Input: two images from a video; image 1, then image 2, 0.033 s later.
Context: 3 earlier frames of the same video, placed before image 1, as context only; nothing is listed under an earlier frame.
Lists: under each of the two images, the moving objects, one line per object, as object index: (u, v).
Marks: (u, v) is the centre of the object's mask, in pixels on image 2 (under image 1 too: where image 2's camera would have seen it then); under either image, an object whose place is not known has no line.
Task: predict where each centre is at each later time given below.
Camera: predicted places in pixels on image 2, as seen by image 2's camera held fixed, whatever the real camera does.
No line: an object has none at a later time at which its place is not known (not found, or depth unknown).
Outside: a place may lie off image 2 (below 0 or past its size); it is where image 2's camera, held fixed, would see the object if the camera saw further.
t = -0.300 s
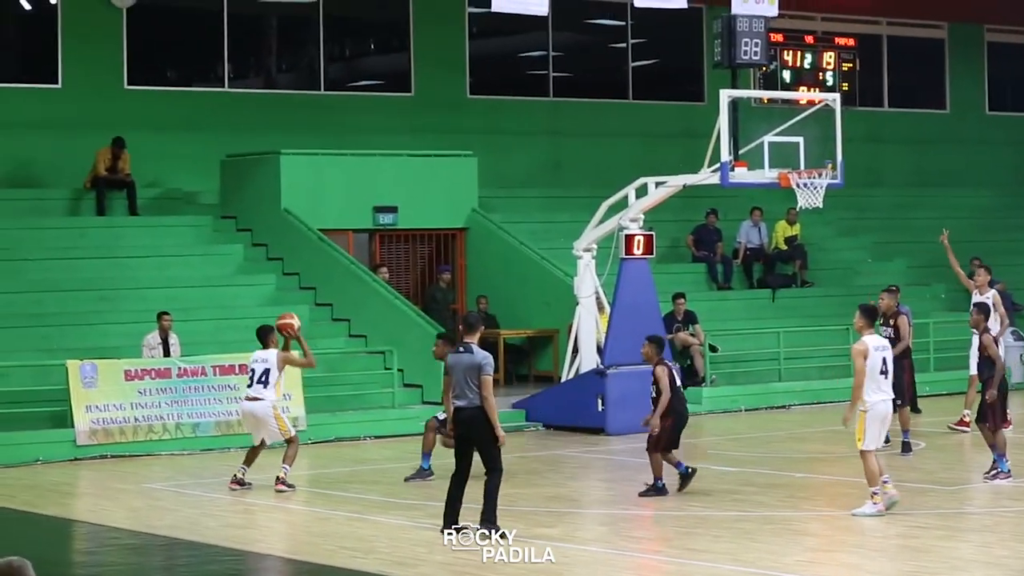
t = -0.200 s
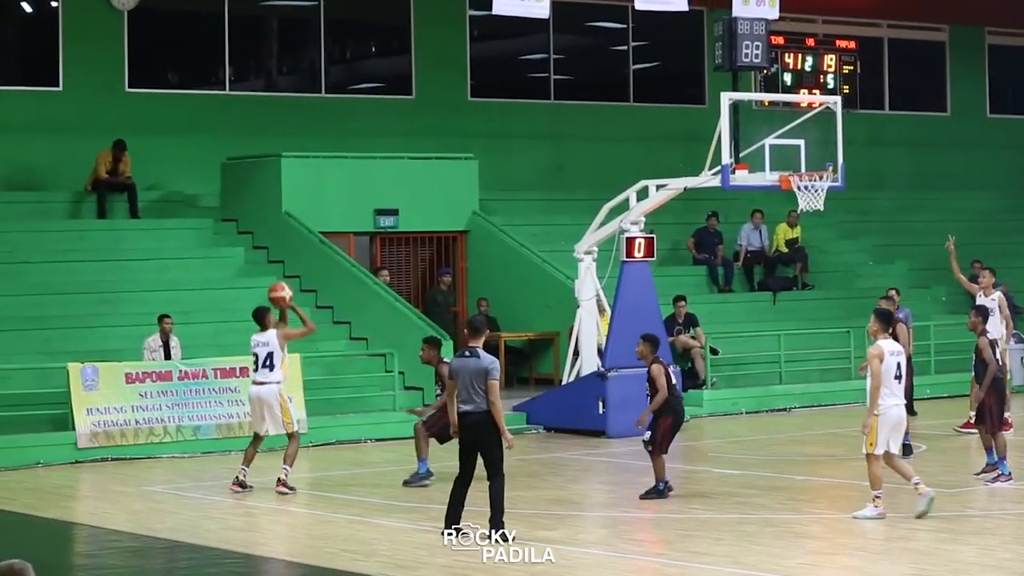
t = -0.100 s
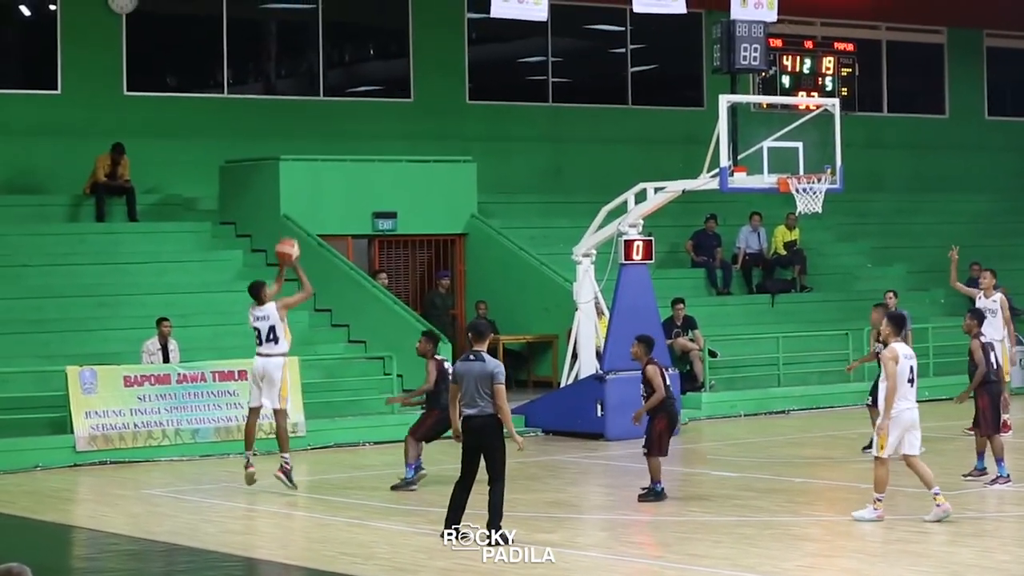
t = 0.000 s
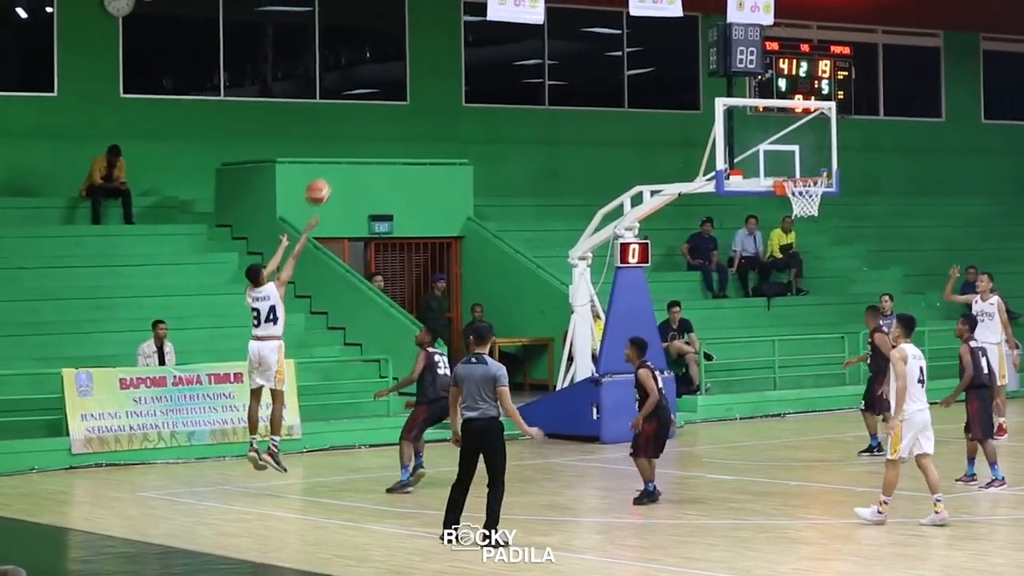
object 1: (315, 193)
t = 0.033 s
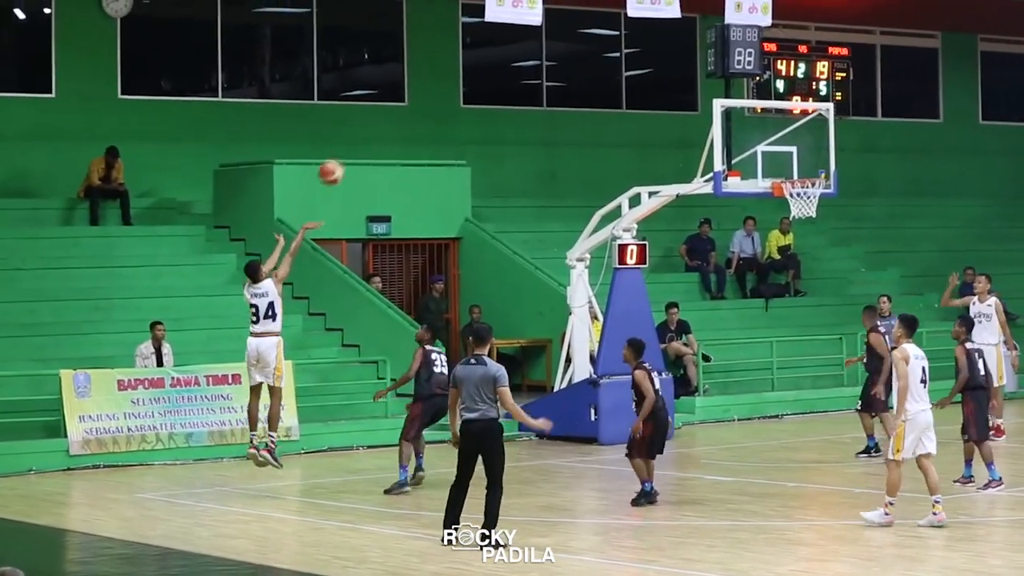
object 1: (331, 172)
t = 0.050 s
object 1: (339, 162)
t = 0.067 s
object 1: (347, 152)
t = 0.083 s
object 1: (354, 143)
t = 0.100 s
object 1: (362, 134)
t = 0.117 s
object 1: (369, 126)
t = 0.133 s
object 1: (377, 117)
